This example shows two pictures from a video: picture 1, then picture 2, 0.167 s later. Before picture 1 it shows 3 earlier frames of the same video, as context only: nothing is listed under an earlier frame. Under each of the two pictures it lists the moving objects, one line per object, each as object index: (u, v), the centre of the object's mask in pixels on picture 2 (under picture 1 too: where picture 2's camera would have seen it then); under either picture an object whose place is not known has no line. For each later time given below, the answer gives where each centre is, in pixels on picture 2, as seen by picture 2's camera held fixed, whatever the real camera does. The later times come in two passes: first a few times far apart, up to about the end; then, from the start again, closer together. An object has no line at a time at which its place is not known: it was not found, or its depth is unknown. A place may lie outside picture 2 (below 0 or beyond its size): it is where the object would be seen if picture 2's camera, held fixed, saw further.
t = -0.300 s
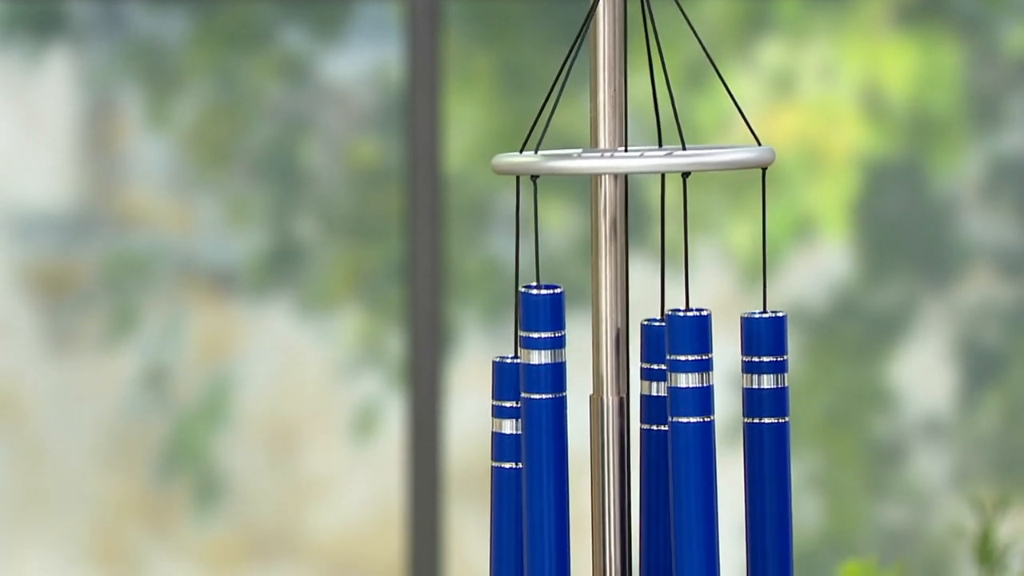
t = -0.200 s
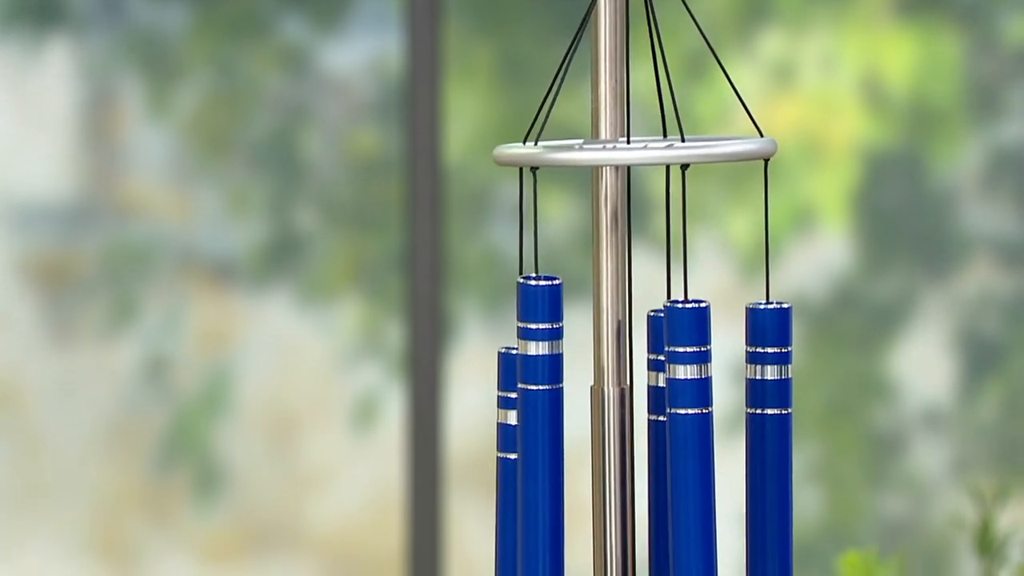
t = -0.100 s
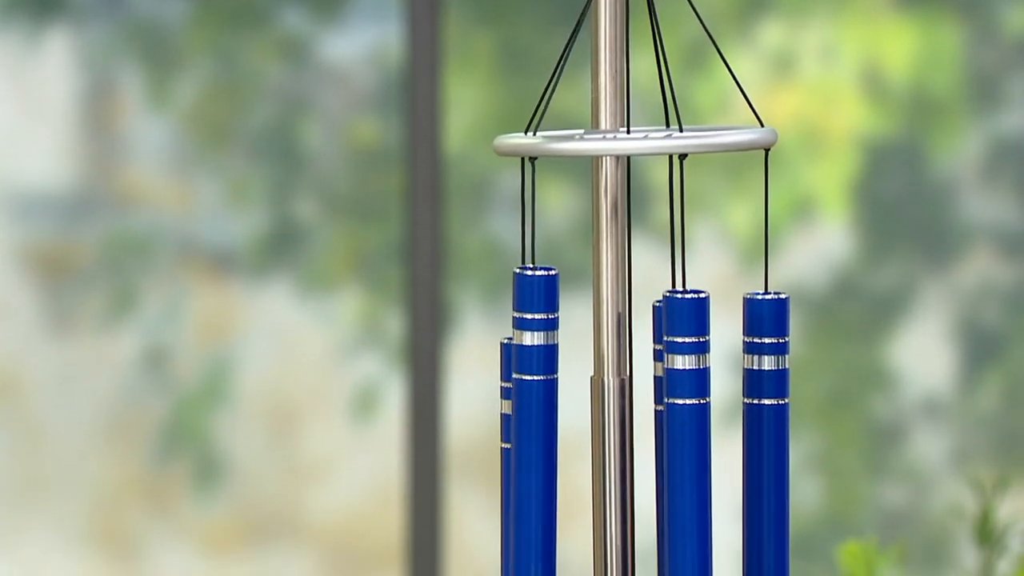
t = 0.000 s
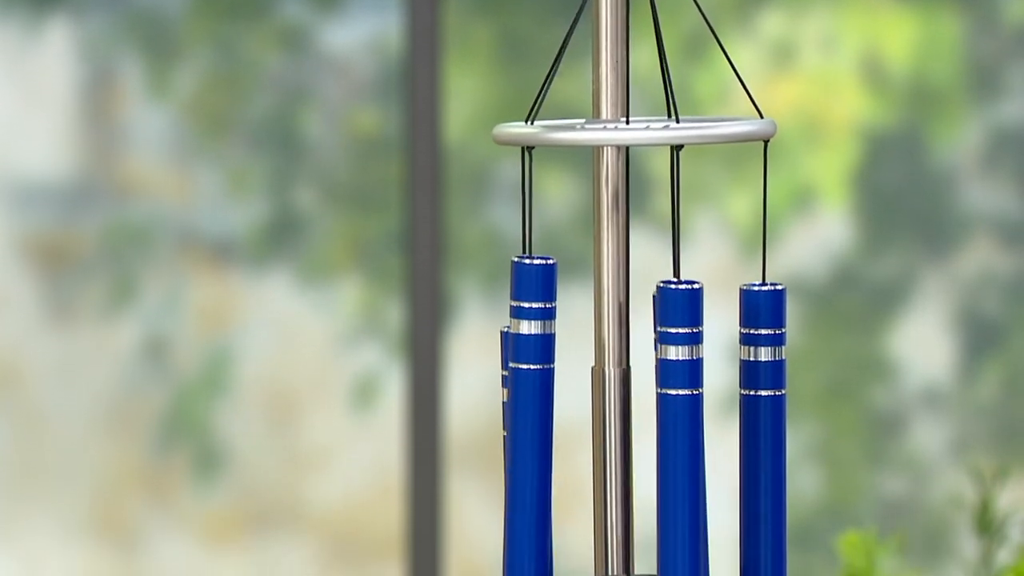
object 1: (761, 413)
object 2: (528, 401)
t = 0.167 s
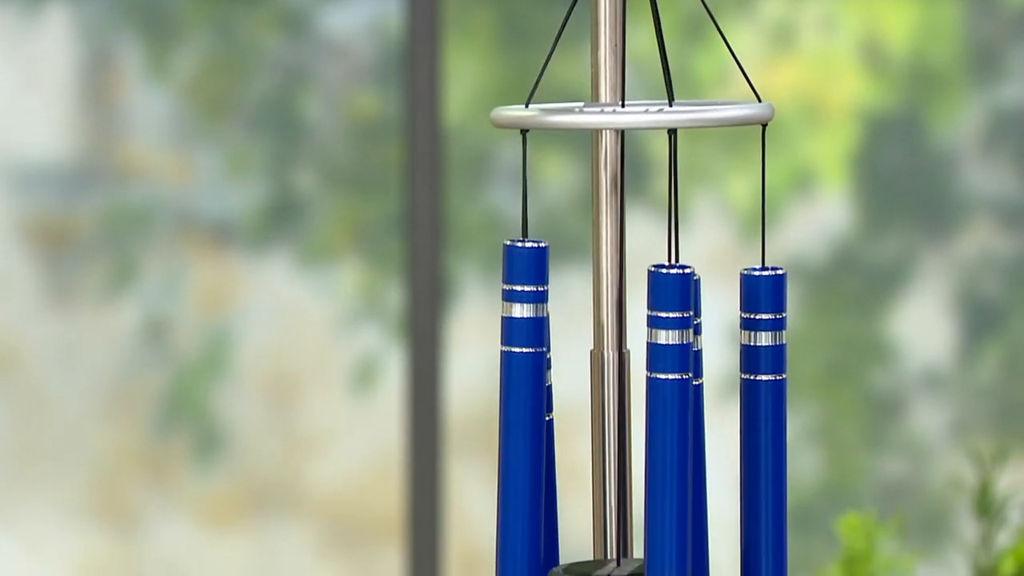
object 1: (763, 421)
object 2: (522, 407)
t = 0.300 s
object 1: (765, 428)
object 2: (524, 413)
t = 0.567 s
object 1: (765, 442)
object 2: (529, 427)
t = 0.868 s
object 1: (757, 455)
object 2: (525, 443)
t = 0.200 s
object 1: (762, 423)
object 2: (521, 409)
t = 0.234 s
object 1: (762, 425)
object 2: (522, 411)
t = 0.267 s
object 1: (763, 426)
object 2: (523, 412)
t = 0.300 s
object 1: (765, 428)
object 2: (524, 413)
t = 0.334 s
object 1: (768, 430)
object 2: (525, 415)
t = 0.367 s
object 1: (771, 431)
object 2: (526, 418)
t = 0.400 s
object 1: (772, 432)
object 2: (526, 420)
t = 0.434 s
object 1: (772, 433)
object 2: (525, 420)
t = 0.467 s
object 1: (771, 435)
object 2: (525, 422)
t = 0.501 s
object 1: (769, 437)
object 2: (525, 426)
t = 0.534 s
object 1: (767, 439)
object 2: (529, 422)
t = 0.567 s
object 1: (765, 442)
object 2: (529, 427)
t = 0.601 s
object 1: (763, 444)
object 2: (530, 426)
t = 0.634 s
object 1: (762, 445)
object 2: (530, 428)
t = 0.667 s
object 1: (762, 446)
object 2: (530, 430)
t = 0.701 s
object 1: (763, 448)
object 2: (530, 431)
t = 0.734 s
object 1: (763, 448)
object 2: (529, 433)
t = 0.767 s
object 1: (763, 450)
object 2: (529, 434)
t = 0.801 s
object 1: (762, 453)
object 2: (529, 436)
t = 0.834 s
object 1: (760, 453)
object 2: (527, 440)
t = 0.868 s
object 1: (757, 455)
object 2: (525, 443)
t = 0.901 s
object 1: (755, 456)
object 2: (525, 442)
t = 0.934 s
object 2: (524, 441)
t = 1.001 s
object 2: (520, 444)
